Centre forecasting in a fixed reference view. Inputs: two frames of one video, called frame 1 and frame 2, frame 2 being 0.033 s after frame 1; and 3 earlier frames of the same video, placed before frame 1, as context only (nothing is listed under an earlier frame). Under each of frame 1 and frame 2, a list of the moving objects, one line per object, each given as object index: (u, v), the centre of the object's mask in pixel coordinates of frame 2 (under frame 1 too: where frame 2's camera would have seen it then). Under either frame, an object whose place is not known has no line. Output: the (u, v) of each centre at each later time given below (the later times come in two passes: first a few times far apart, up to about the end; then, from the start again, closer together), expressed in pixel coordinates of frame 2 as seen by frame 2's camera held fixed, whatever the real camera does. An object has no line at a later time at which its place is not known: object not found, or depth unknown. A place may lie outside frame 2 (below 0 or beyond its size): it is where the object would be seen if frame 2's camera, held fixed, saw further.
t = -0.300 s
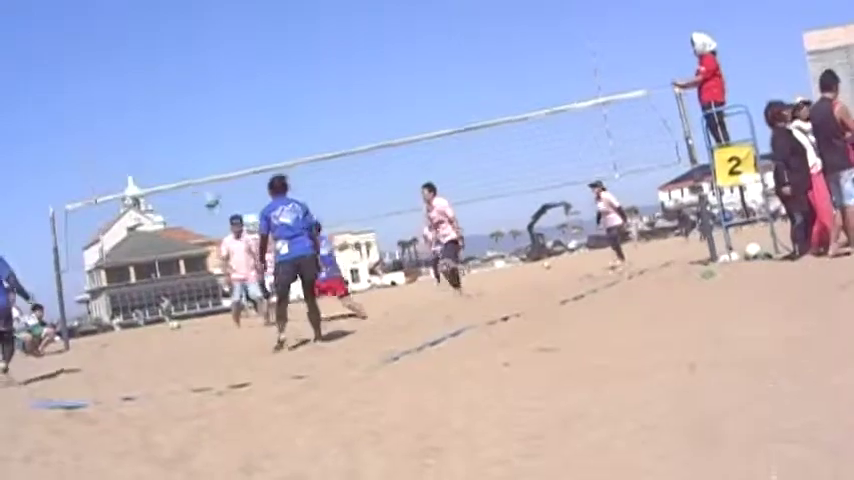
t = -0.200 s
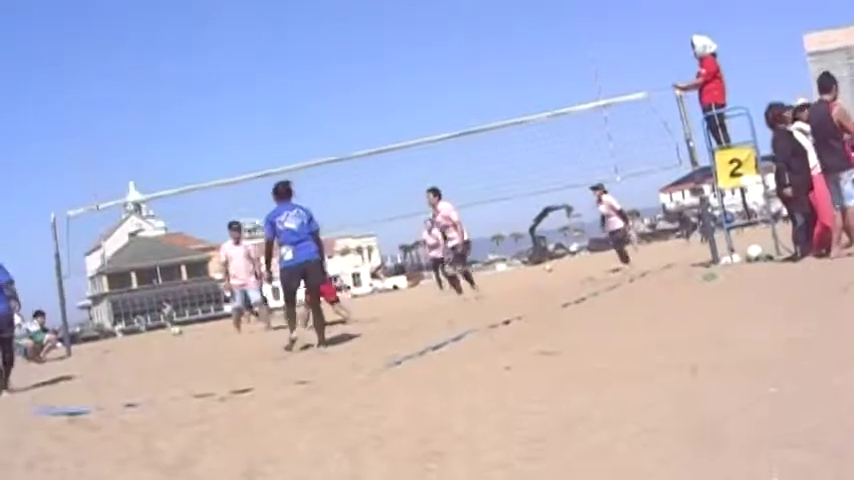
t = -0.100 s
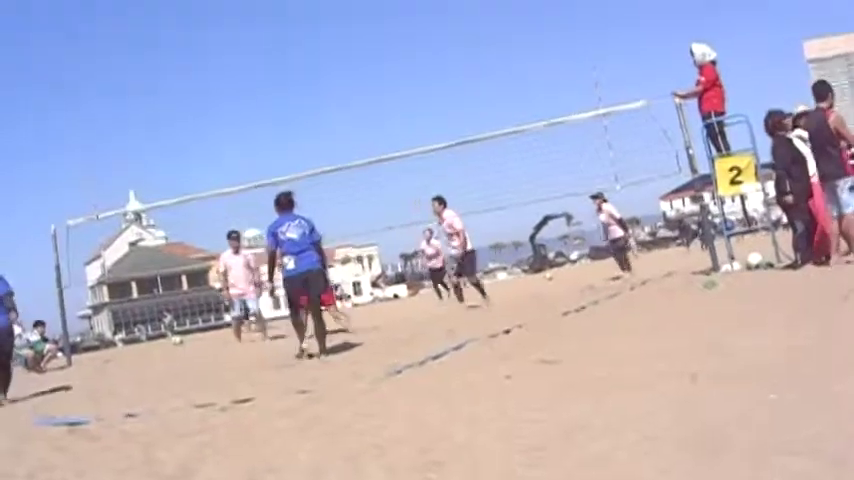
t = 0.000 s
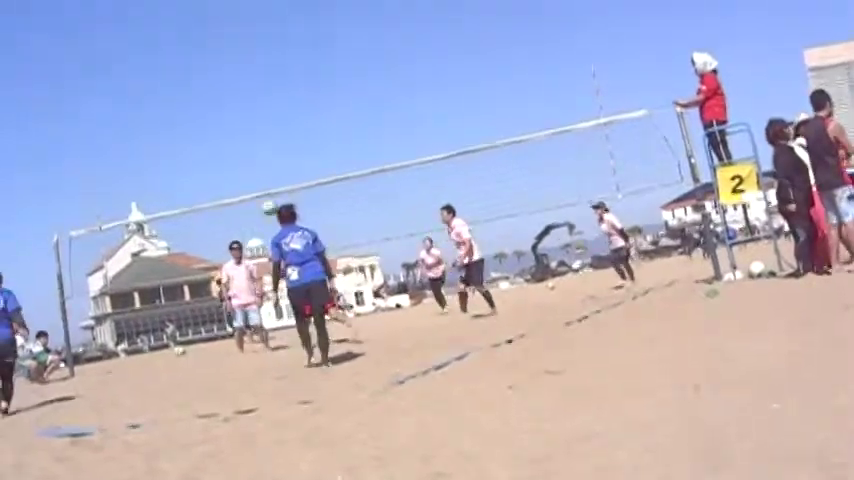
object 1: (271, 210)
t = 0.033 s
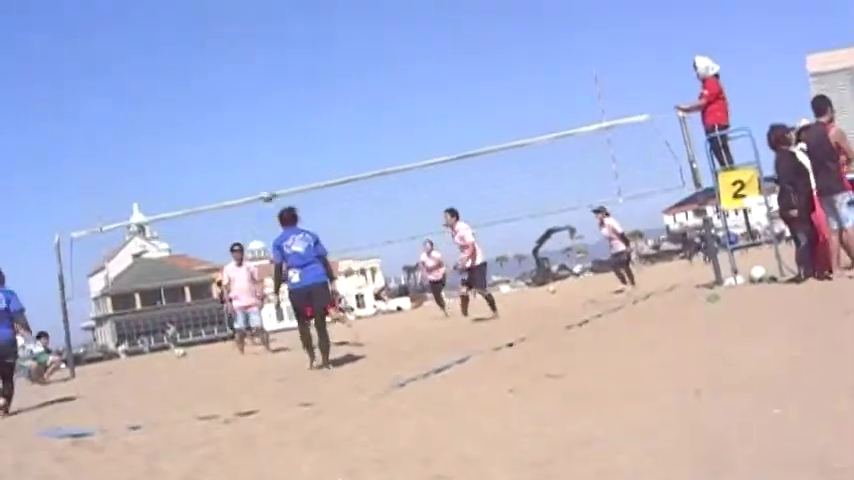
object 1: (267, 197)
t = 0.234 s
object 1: (248, 114)
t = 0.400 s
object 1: (237, 68)
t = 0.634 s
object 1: (232, 36)
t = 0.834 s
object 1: (233, 38)
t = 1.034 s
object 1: (239, 69)
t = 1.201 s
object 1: (250, 117)
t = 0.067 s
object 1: (262, 181)
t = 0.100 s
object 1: (260, 165)
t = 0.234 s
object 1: (248, 114)
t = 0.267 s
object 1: (245, 103)
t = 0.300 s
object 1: (243, 93)
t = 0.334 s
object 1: (240, 83)
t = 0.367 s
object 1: (239, 75)
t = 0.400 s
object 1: (237, 68)
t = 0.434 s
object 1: (237, 61)
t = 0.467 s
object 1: (235, 55)
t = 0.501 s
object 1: (234, 49)
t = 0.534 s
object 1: (233, 45)
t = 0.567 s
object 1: (233, 40)
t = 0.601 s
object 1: (233, 38)
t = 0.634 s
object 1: (232, 36)
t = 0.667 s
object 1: (231, 34)
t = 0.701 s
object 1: (231, 33)
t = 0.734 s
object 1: (231, 33)
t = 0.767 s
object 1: (232, 34)
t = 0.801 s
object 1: (233, 36)
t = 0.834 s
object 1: (233, 38)
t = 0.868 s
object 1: (233, 41)
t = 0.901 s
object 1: (234, 45)
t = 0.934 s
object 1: (236, 48)
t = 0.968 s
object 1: (237, 55)
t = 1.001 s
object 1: (238, 62)
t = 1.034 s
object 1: (239, 69)
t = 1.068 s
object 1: (241, 77)
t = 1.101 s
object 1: (242, 85)
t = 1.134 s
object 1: (245, 95)
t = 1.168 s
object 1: (248, 106)
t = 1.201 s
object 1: (250, 117)
